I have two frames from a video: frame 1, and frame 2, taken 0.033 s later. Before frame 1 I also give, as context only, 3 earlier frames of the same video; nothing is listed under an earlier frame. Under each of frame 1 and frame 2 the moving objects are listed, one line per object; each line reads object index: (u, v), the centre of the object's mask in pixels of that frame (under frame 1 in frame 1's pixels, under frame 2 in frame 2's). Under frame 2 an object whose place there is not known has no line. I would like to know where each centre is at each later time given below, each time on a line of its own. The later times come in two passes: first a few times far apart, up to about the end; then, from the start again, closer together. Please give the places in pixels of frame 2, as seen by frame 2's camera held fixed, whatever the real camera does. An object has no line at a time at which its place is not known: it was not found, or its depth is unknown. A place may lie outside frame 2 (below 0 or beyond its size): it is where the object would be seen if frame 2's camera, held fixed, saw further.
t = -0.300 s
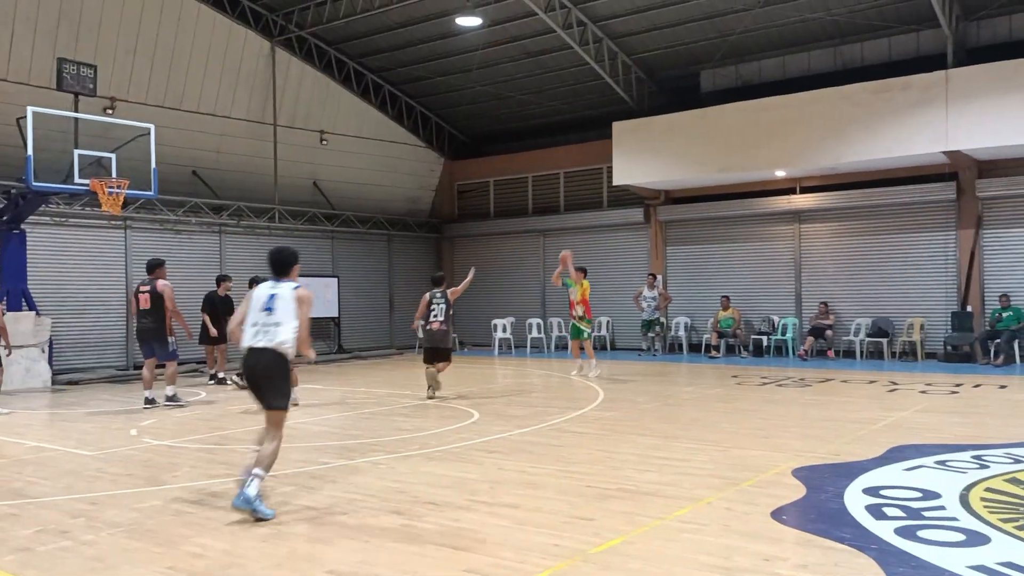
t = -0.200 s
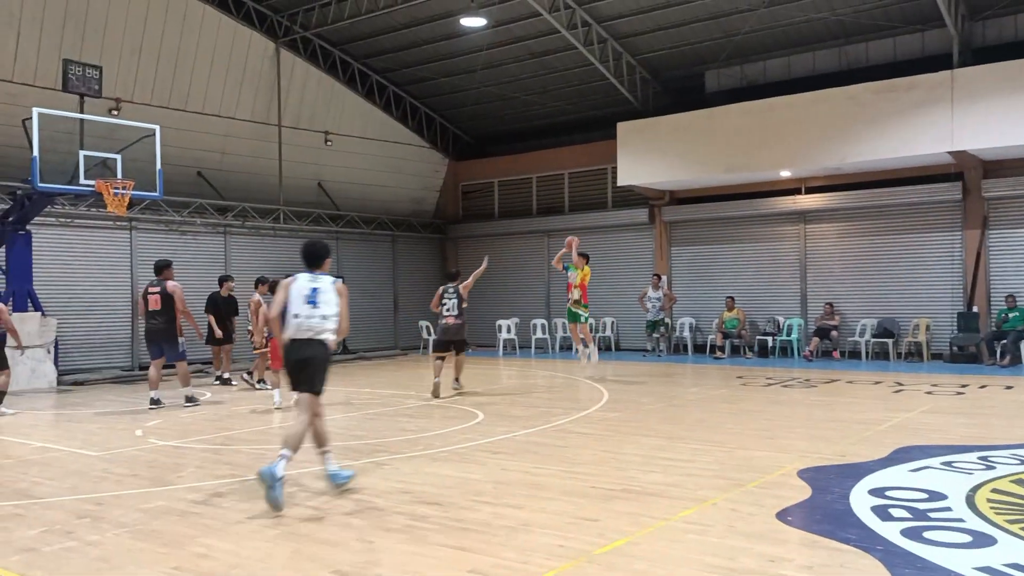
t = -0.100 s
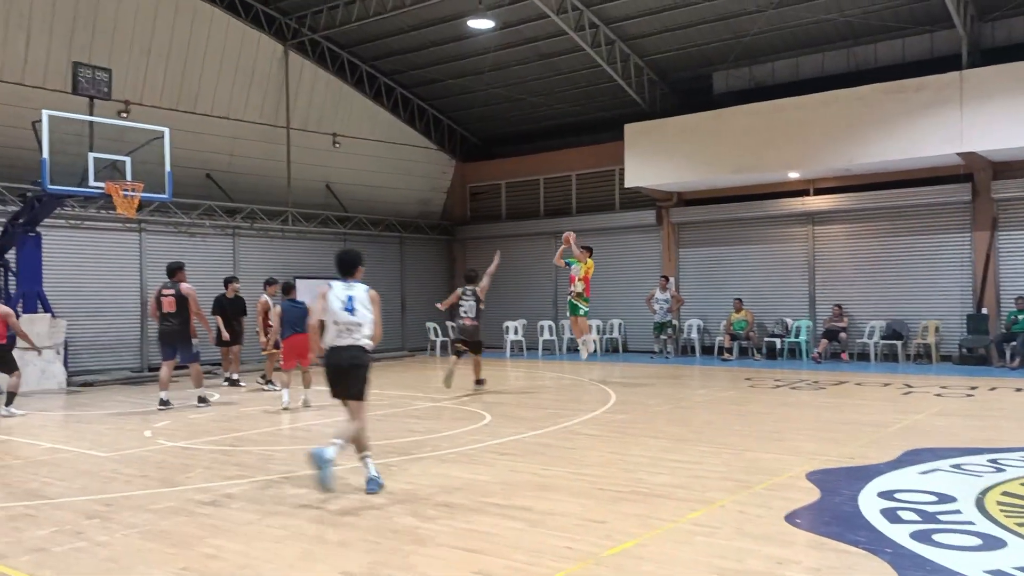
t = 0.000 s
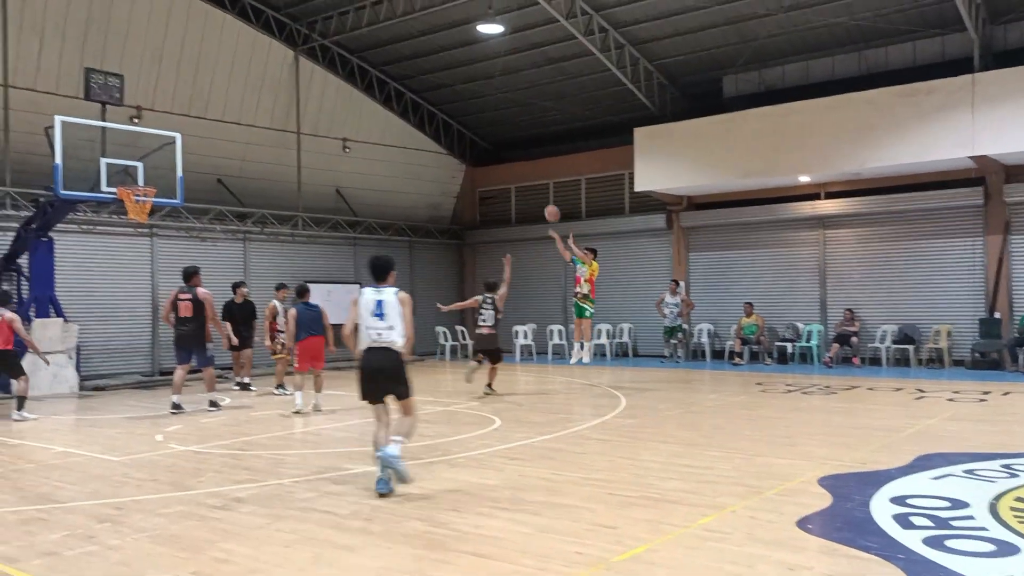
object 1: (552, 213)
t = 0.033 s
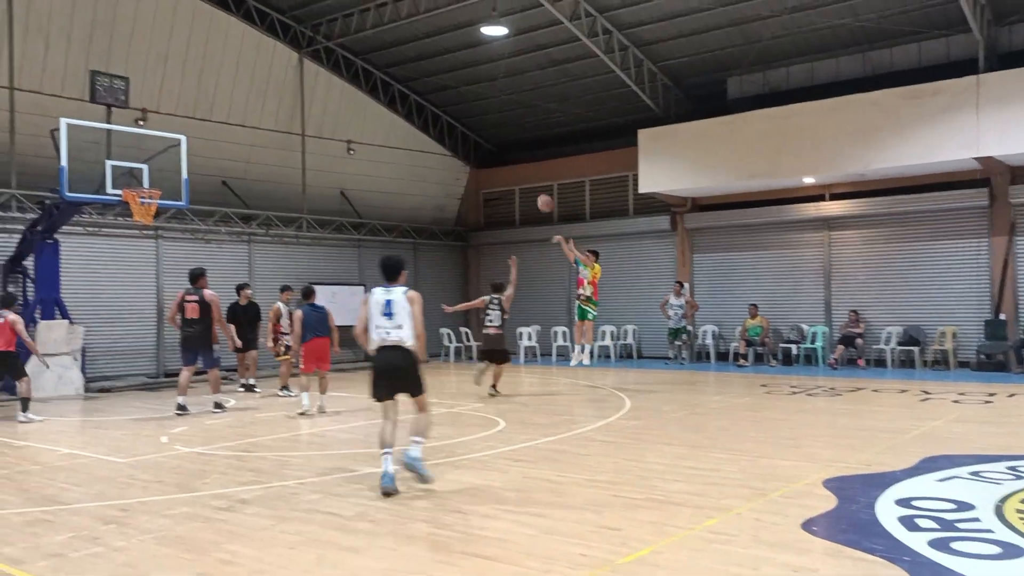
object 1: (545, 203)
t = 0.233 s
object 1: (475, 144)
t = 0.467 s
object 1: (394, 105)
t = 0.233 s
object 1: (475, 144)
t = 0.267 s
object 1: (463, 136)
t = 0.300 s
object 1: (451, 129)
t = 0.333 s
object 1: (440, 123)
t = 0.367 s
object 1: (428, 118)
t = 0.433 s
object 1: (404, 109)
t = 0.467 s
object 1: (394, 105)
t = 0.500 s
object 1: (382, 102)
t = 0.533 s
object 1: (370, 100)
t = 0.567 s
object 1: (358, 98)
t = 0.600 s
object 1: (347, 98)
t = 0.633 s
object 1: (334, 98)
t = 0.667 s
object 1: (322, 100)
